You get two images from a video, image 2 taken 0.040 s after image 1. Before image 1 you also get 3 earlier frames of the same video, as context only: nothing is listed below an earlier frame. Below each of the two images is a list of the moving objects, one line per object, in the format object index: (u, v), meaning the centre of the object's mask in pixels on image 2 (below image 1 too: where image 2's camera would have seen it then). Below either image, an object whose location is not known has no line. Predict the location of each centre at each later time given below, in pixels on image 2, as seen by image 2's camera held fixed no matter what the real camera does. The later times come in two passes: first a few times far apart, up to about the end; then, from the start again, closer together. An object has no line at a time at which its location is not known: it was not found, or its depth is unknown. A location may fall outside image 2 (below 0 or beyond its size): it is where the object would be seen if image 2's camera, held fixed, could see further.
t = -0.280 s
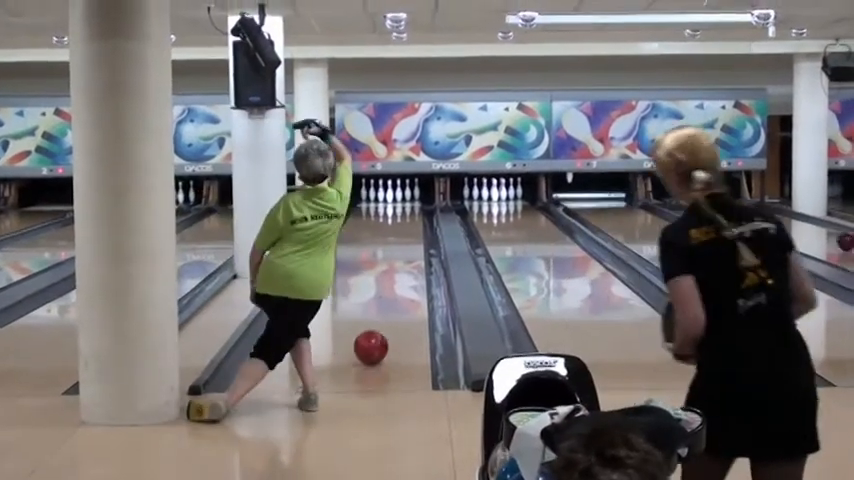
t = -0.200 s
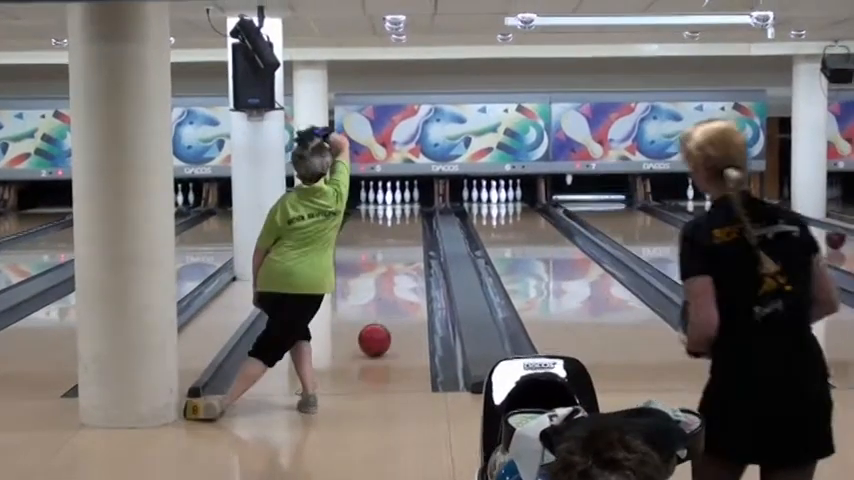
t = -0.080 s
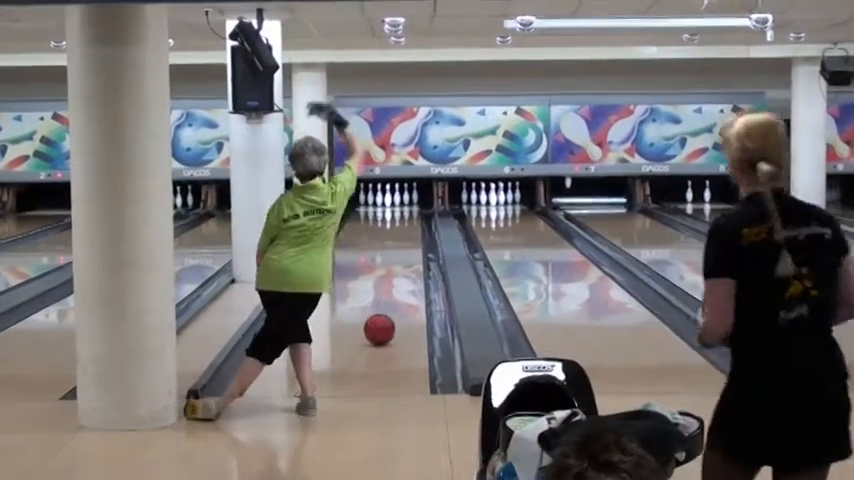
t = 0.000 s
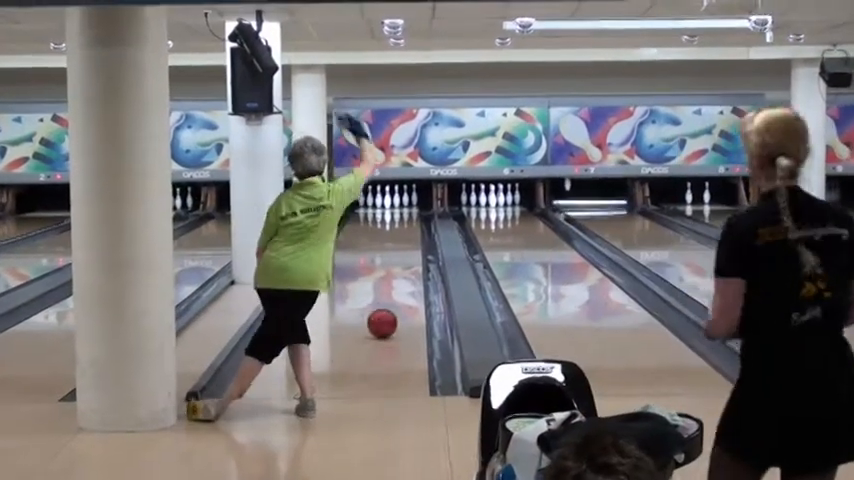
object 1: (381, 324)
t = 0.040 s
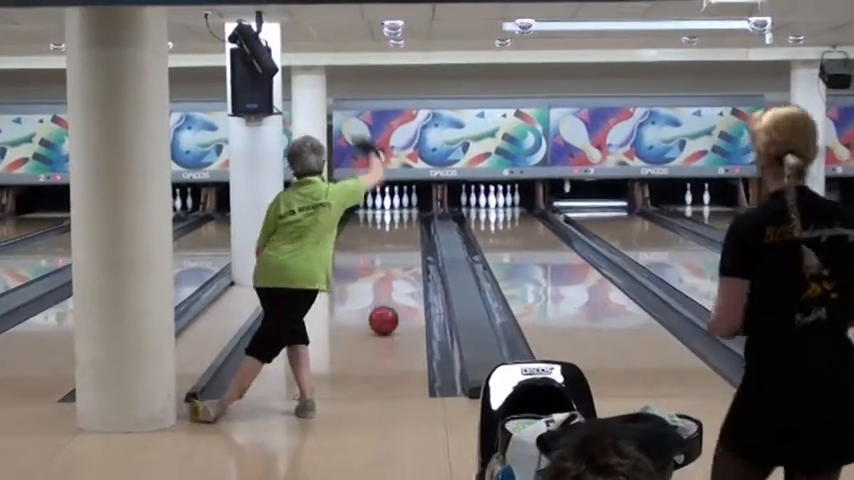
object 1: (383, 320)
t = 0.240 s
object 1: (390, 303)
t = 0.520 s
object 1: (397, 284)
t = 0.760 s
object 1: (401, 271)
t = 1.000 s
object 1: (402, 259)
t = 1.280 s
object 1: (403, 248)
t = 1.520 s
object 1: (402, 242)
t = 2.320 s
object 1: (392, 221)
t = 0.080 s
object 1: (385, 317)
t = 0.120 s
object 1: (386, 313)
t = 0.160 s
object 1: (387, 309)
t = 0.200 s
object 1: (389, 306)
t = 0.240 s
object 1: (390, 303)
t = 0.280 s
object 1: (391, 300)
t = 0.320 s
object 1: (392, 298)
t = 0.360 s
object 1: (393, 295)
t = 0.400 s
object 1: (394, 291)
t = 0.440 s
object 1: (395, 288)
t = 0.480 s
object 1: (396, 286)
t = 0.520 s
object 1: (397, 284)
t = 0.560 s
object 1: (398, 282)
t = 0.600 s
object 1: (398, 279)
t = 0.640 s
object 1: (399, 277)
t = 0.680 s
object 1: (400, 275)
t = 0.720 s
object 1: (400, 273)
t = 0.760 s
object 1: (401, 271)
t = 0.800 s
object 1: (401, 268)
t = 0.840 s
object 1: (402, 266)
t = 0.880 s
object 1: (402, 264)
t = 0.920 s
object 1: (402, 263)
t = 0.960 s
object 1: (402, 261)
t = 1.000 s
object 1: (402, 259)
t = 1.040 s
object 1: (403, 258)
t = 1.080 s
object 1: (403, 256)
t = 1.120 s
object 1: (403, 255)
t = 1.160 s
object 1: (403, 253)
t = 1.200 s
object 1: (403, 251)
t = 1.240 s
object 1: (403, 249)
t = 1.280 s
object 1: (403, 248)
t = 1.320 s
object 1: (403, 247)
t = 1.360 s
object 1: (403, 246)
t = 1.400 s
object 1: (403, 245)
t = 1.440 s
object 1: (403, 244)
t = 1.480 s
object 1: (403, 243)
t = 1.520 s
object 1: (402, 242)
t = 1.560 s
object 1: (402, 240)
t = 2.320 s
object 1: (392, 221)
